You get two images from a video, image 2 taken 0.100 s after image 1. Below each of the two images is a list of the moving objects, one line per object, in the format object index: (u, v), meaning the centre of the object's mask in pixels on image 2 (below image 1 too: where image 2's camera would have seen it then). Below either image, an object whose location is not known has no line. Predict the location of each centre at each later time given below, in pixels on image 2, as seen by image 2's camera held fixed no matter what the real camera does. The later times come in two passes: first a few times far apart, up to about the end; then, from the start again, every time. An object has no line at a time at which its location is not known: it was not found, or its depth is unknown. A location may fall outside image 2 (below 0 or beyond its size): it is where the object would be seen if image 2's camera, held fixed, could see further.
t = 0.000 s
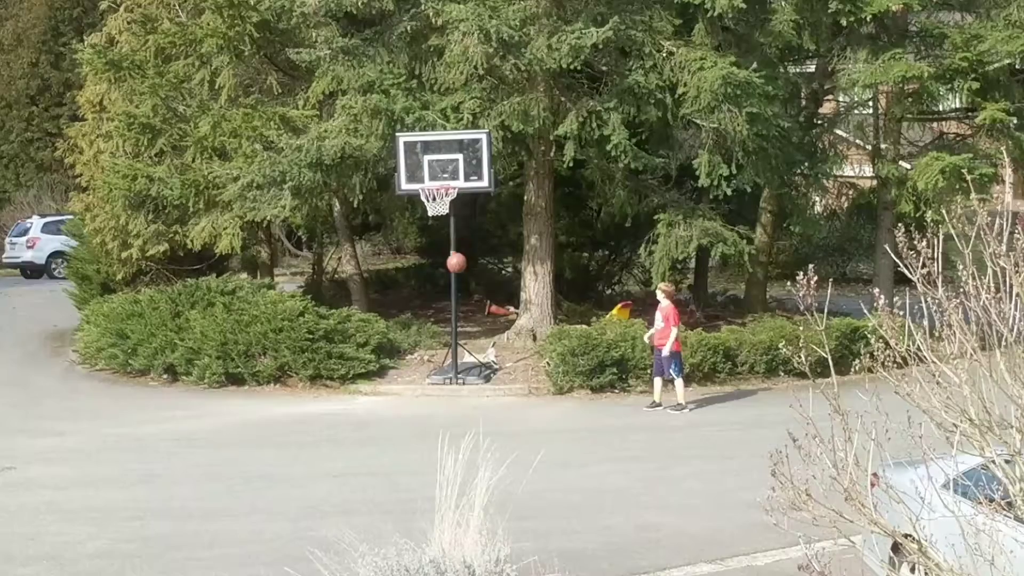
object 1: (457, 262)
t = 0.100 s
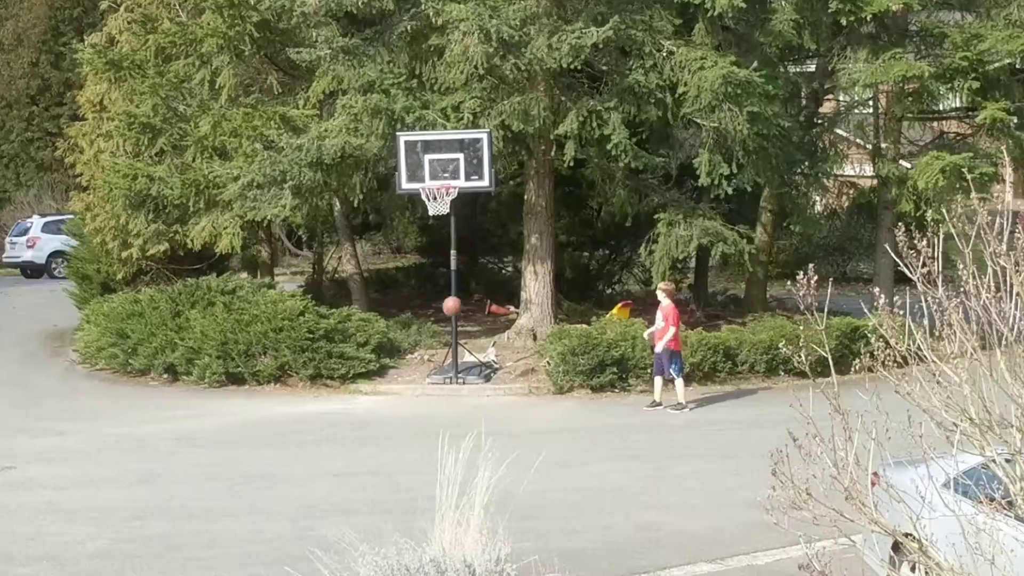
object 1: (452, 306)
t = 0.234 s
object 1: (445, 376)
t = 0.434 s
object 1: (452, 331)
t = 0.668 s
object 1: (464, 276)
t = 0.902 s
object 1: (476, 264)
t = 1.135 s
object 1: (487, 294)
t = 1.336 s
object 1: (498, 355)
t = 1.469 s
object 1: (502, 386)
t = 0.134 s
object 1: (450, 322)
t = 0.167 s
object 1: (448, 339)
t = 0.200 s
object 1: (447, 357)
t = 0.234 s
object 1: (445, 376)
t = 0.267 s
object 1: (444, 395)
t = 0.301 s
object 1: (446, 382)
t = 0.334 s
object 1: (447, 368)
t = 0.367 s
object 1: (449, 355)
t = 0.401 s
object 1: (450, 342)
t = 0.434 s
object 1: (452, 331)
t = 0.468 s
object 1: (453, 321)
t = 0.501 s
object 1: (455, 311)
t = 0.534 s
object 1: (457, 303)
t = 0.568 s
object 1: (459, 294)
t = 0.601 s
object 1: (461, 288)
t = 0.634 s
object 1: (463, 282)
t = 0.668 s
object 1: (464, 276)
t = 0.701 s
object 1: (466, 272)
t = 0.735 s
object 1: (468, 268)
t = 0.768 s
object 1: (469, 265)
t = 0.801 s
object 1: (471, 264)
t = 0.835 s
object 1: (472, 263)
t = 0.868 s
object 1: (474, 263)
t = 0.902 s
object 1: (476, 264)
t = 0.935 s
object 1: (477, 265)
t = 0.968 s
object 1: (480, 268)
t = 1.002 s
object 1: (481, 272)
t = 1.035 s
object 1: (483, 276)
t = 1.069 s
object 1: (484, 281)
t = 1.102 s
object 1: (486, 288)
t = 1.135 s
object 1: (487, 294)
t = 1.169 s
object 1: (489, 302)
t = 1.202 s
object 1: (490, 310)
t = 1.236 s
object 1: (491, 321)
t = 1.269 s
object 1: (494, 331)
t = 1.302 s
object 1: (497, 343)
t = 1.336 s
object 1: (498, 355)
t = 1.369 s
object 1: (499, 369)
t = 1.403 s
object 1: (500, 382)
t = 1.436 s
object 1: (501, 396)
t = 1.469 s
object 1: (502, 386)
